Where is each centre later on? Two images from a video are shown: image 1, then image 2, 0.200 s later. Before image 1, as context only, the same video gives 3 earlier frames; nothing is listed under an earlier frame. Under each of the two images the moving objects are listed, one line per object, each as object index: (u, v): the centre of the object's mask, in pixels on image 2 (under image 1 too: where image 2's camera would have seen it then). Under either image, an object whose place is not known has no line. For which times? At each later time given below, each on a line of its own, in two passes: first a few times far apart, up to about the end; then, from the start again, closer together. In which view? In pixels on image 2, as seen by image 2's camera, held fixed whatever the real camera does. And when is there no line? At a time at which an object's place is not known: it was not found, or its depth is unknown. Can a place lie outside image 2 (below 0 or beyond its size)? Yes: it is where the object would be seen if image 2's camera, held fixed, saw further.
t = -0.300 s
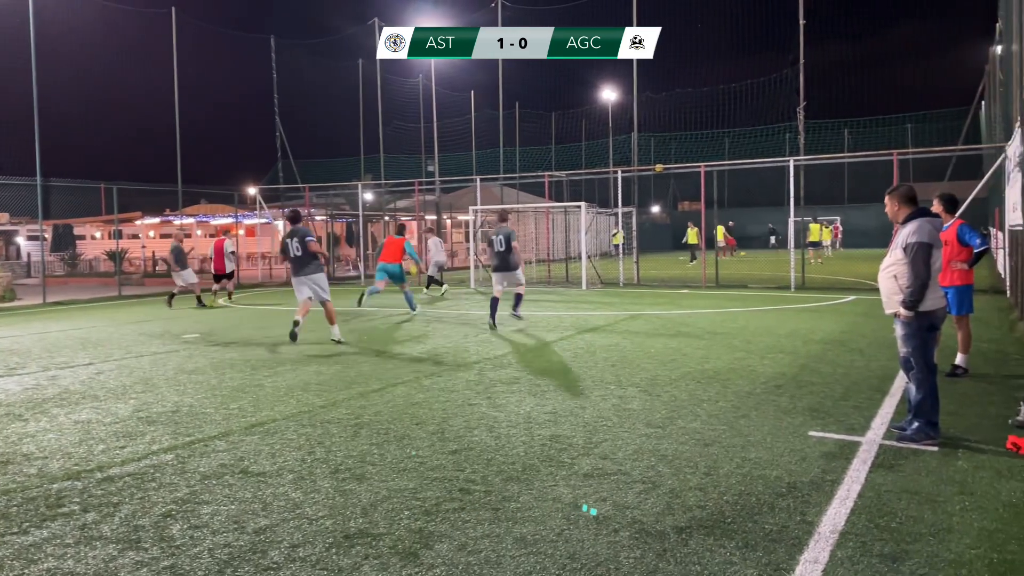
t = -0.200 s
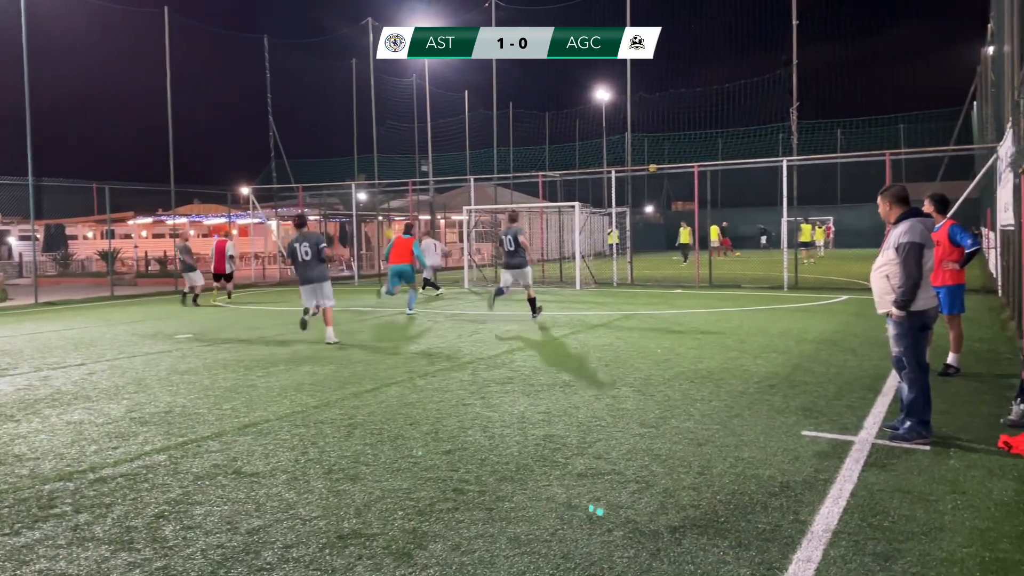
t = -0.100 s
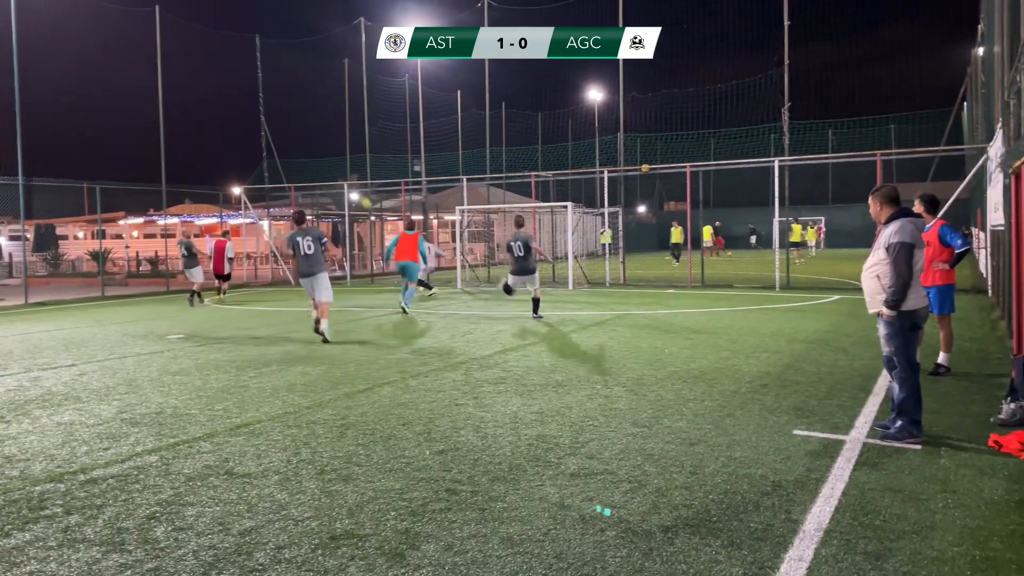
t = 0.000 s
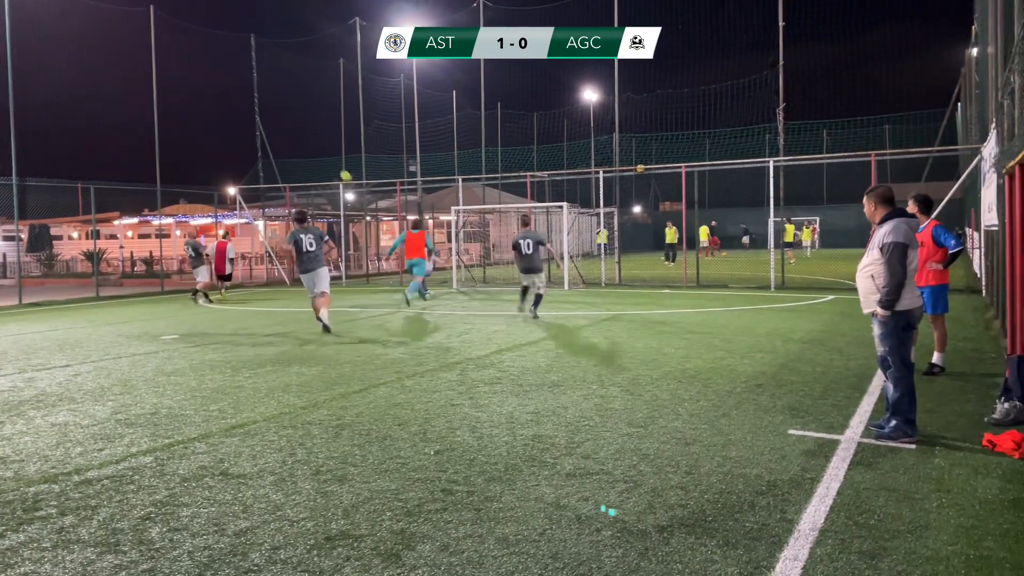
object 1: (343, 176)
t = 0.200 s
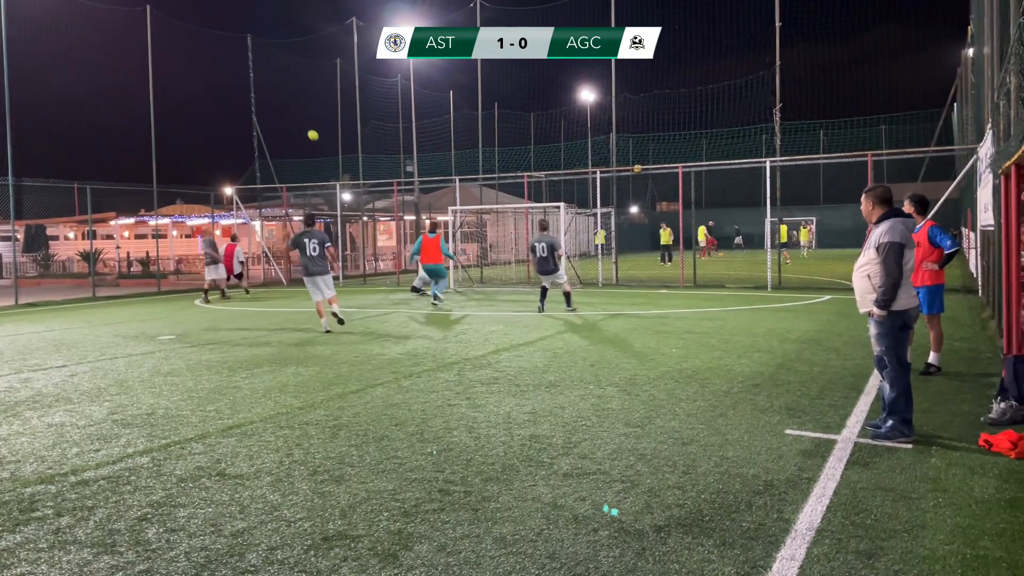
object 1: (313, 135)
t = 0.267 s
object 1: (303, 125)
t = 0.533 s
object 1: (269, 104)
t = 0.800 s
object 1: (239, 113)
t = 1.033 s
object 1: (217, 142)
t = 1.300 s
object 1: (194, 197)
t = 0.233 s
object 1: (308, 129)
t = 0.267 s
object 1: (303, 125)
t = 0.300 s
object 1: (299, 121)
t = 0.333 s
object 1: (294, 117)
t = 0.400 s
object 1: (286, 111)
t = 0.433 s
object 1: (282, 109)
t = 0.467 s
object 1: (278, 107)
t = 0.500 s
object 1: (274, 106)
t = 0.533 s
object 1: (269, 104)
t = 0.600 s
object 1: (262, 104)
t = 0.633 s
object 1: (258, 105)
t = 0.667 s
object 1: (254, 105)
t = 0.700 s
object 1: (250, 107)
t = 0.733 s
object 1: (246, 108)
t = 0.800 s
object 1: (239, 113)
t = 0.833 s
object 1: (236, 116)
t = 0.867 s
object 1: (233, 119)
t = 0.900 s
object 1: (230, 123)
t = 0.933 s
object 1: (226, 127)
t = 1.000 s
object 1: (220, 136)
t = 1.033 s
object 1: (217, 142)
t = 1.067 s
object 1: (215, 148)
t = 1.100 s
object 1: (212, 153)
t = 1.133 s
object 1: (209, 160)
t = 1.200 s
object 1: (203, 173)
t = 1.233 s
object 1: (201, 181)
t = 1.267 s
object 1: (197, 189)
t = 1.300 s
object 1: (194, 197)
